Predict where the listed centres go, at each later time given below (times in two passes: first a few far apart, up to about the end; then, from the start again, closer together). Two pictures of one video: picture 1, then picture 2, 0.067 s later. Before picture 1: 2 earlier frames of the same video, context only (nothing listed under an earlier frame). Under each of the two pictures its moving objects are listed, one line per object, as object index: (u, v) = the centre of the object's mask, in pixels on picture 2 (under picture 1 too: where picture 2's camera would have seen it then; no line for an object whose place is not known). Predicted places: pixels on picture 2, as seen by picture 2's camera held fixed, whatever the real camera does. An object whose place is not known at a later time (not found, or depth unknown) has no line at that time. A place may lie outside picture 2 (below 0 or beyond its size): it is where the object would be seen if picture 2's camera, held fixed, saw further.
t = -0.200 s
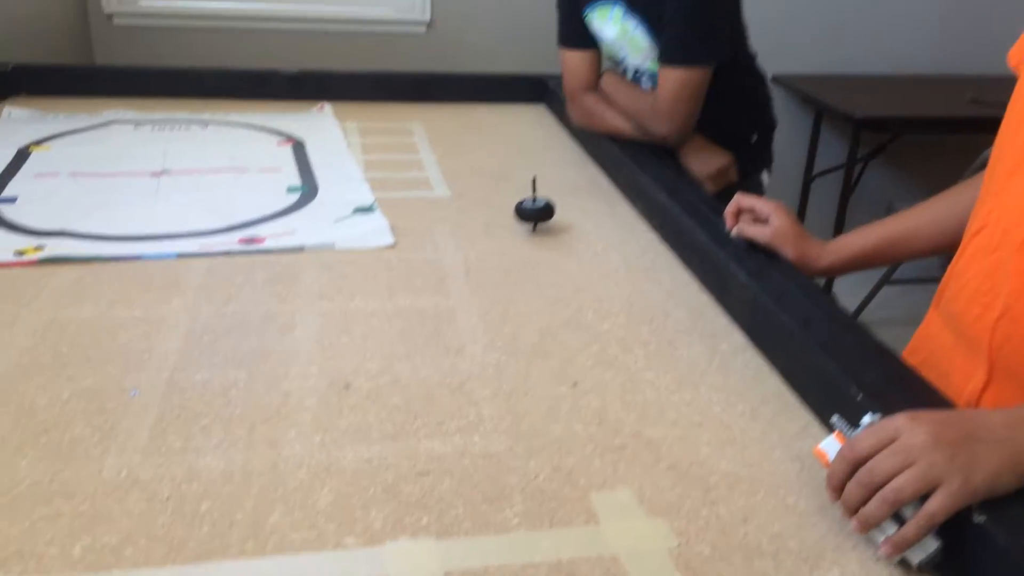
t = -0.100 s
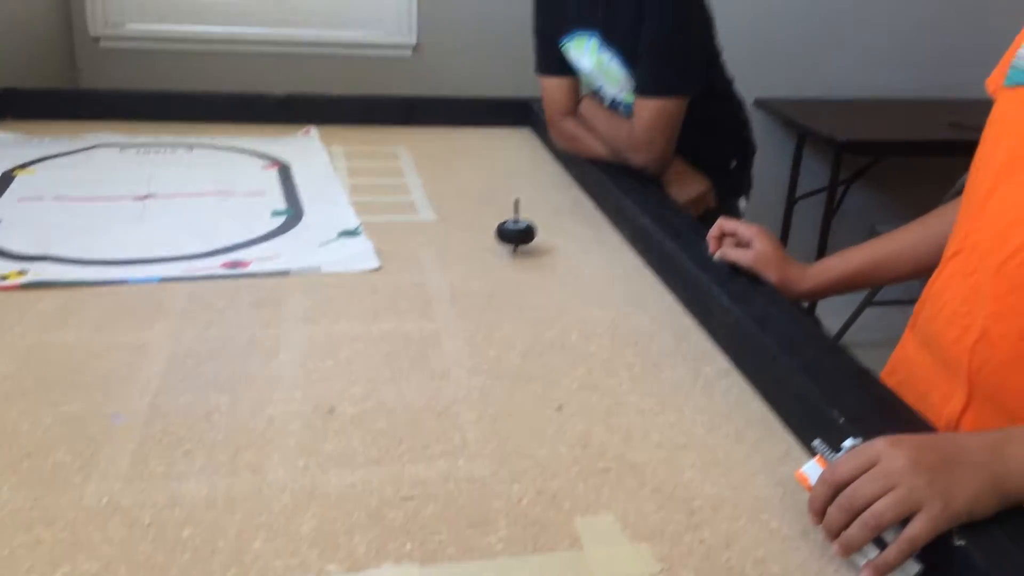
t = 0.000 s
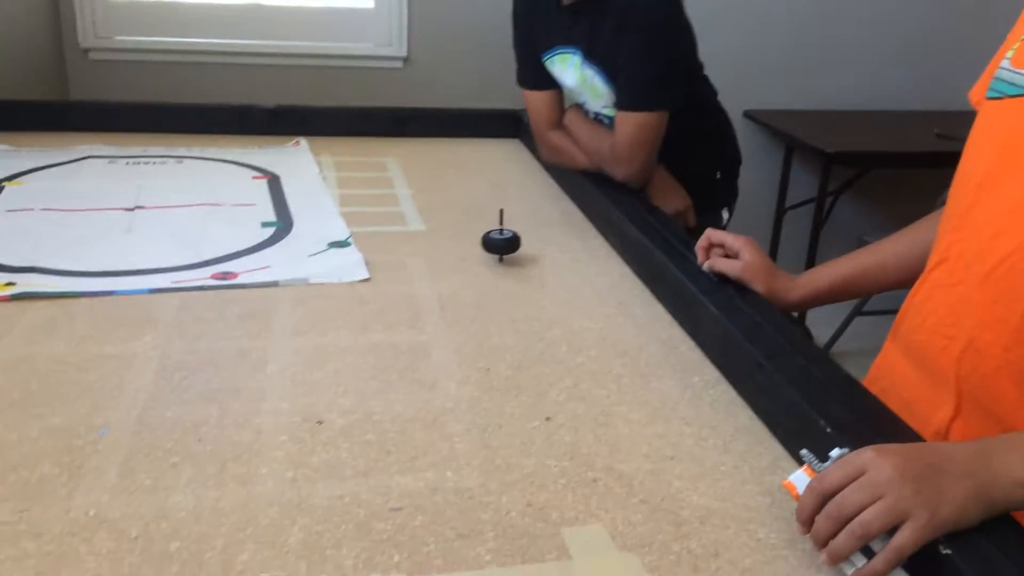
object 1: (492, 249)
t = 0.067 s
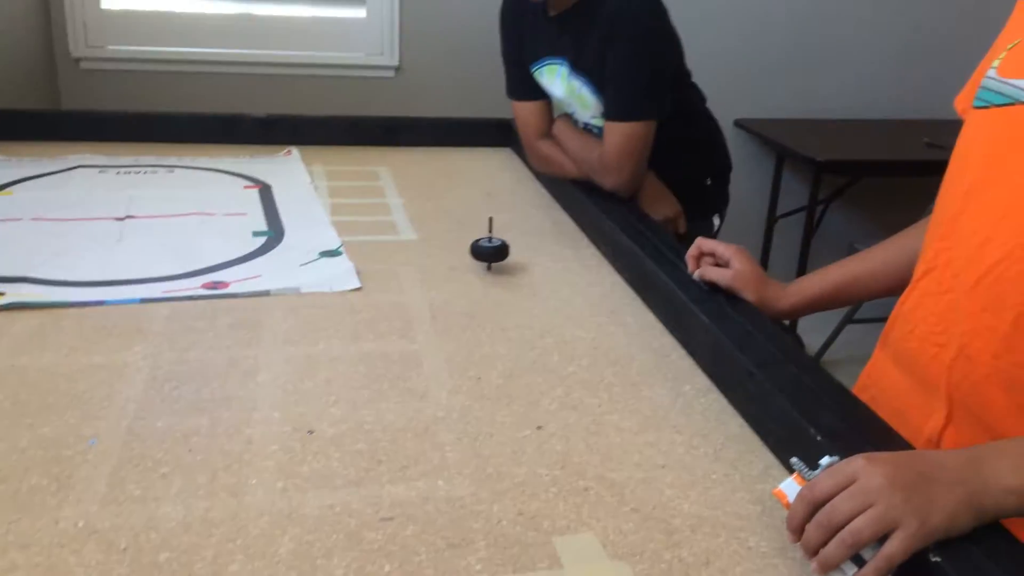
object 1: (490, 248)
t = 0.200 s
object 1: (483, 246)
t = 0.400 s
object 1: (474, 244)
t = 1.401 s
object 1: (453, 238)
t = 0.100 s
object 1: (488, 248)
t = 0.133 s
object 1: (487, 248)
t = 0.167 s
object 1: (485, 247)
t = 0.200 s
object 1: (483, 246)
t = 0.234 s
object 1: (482, 246)
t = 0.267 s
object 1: (480, 246)
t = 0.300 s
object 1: (478, 246)
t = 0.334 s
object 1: (477, 245)
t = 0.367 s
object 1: (475, 245)
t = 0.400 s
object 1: (474, 244)
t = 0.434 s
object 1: (473, 243)
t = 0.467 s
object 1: (472, 242)
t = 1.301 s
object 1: (454, 237)
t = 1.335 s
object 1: (454, 238)
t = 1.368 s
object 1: (453, 238)
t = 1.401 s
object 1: (453, 238)
